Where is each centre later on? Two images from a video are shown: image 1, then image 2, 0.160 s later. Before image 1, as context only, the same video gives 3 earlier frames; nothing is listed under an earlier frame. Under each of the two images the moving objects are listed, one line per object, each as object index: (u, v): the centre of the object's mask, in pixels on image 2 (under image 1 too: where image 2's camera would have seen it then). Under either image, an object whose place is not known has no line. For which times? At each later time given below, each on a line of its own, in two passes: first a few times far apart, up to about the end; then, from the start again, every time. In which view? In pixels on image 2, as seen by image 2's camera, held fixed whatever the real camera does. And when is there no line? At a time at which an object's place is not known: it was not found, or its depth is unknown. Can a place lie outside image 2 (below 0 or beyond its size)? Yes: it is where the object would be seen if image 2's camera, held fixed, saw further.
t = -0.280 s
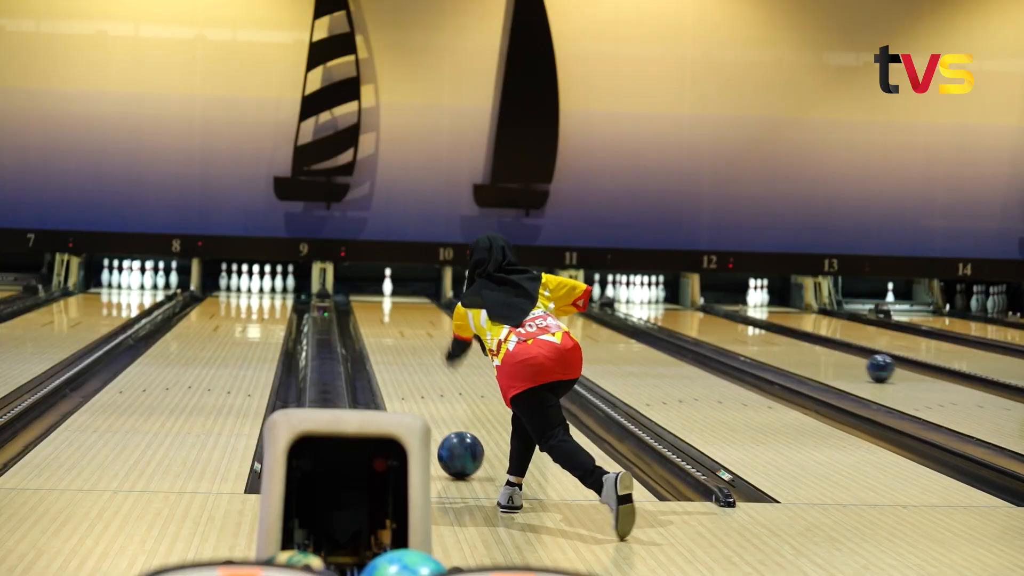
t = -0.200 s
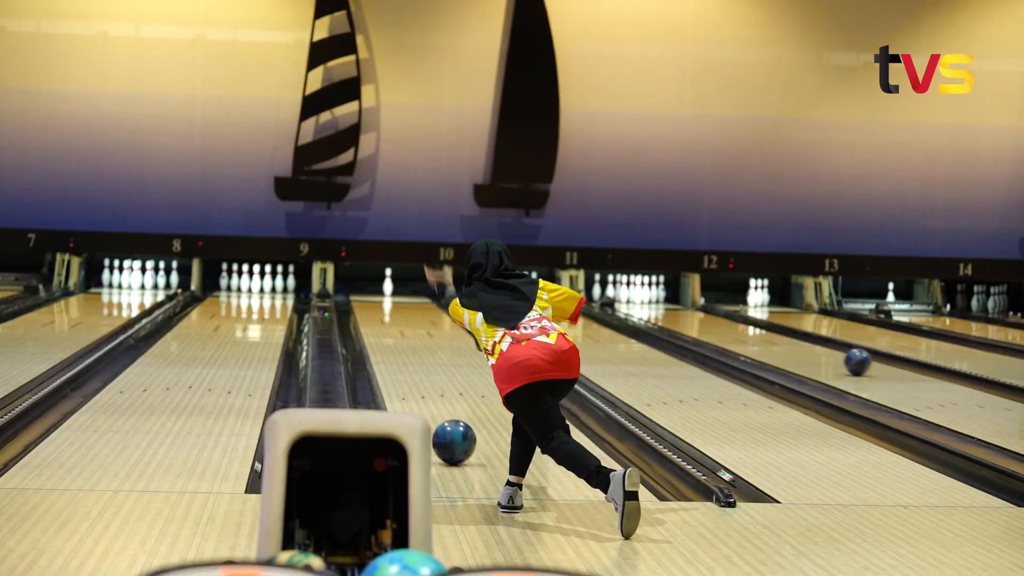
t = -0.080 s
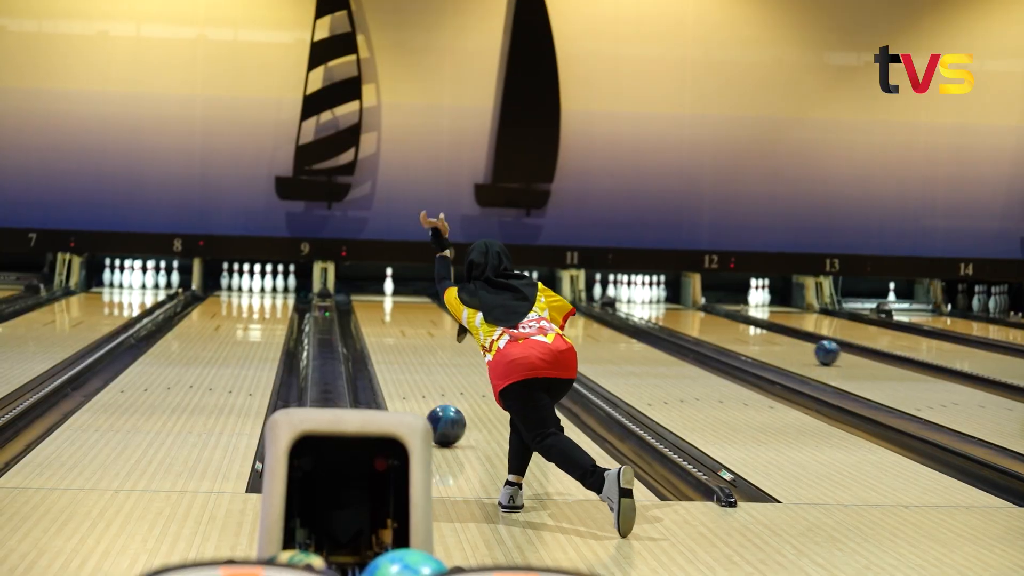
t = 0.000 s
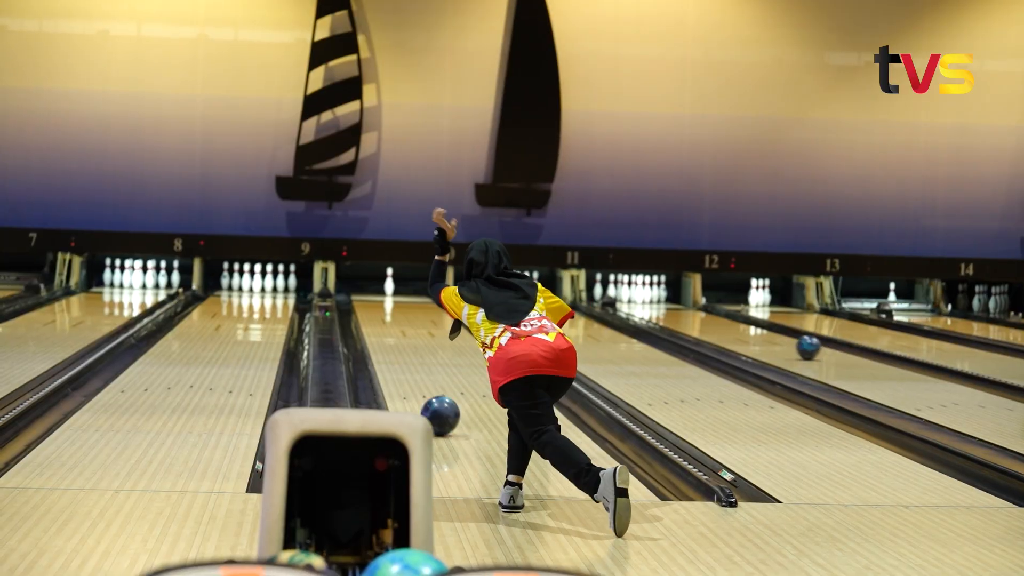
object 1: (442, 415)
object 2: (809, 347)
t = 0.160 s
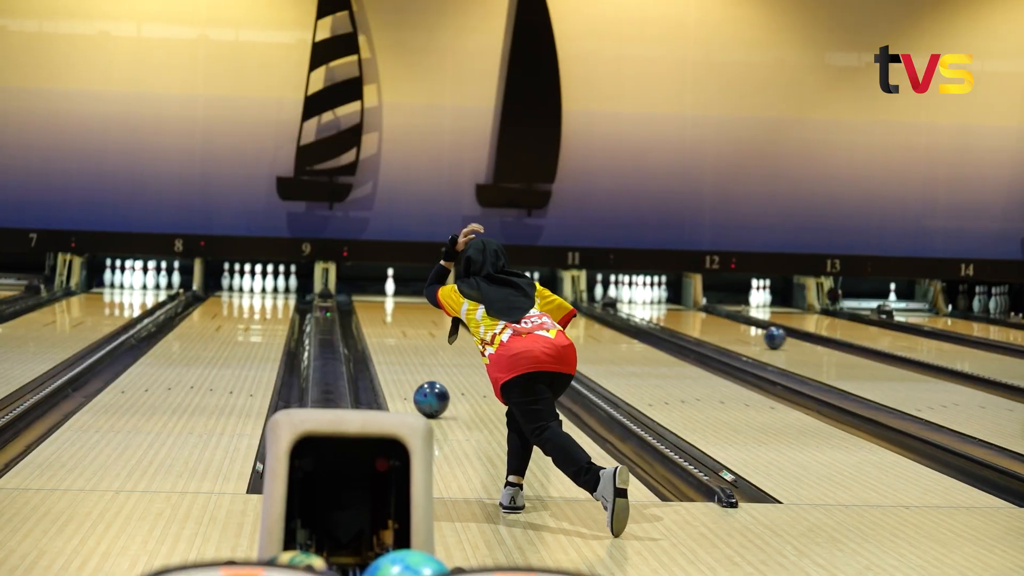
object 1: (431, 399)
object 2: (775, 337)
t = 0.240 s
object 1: (427, 391)
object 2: (760, 333)
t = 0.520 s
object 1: (415, 369)
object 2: (714, 320)
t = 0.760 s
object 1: (407, 354)
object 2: (681, 311)
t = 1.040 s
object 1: (400, 339)
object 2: (651, 302)
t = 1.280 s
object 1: (395, 329)
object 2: (627, 296)
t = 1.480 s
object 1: (391, 322)
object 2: (607, 291)
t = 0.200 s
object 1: (429, 395)
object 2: (767, 335)
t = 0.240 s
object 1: (427, 391)
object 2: (760, 333)
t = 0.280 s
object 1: (425, 387)
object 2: (752, 331)
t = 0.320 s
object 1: (423, 384)
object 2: (745, 329)
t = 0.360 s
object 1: (422, 381)
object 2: (738, 327)
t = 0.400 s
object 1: (420, 378)
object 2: (732, 325)
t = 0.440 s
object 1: (418, 375)
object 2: (725, 323)
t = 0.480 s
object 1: (416, 372)
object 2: (720, 322)
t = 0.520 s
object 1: (415, 369)
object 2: (714, 320)
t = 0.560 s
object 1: (413, 366)
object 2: (708, 318)
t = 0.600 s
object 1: (412, 364)
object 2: (702, 316)
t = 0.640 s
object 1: (411, 361)
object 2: (697, 315)
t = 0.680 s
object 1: (409, 359)
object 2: (692, 314)
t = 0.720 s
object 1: (408, 356)
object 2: (686, 313)
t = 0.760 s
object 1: (407, 354)
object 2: (681, 311)
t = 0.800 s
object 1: (406, 352)
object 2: (676, 309)
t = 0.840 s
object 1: (405, 350)
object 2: (672, 308)
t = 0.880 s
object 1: (404, 347)
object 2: (667, 307)
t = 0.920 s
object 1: (402, 345)
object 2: (663, 306)
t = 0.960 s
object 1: (401, 343)
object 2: (659, 304)
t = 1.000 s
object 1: (401, 341)
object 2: (654, 303)
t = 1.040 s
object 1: (400, 339)
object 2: (651, 302)
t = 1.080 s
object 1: (399, 337)
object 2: (646, 301)
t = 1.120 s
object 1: (398, 335)
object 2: (642, 300)
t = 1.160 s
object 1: (397, 334)
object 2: (638, 299)
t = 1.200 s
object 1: (396, 332)
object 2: (635, 298)
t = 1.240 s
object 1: (395, 330)
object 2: (631, 297)
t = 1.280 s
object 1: (395, 329)
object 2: (627, 296)
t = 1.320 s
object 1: (394, 327)
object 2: (622, 294)
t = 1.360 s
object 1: (393, 326)
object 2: (617, 294)
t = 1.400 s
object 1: (392, 324)
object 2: (614, 293)
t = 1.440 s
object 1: (392, 323)
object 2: (612, 292)
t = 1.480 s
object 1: (391, 322)
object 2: (607, 291)
